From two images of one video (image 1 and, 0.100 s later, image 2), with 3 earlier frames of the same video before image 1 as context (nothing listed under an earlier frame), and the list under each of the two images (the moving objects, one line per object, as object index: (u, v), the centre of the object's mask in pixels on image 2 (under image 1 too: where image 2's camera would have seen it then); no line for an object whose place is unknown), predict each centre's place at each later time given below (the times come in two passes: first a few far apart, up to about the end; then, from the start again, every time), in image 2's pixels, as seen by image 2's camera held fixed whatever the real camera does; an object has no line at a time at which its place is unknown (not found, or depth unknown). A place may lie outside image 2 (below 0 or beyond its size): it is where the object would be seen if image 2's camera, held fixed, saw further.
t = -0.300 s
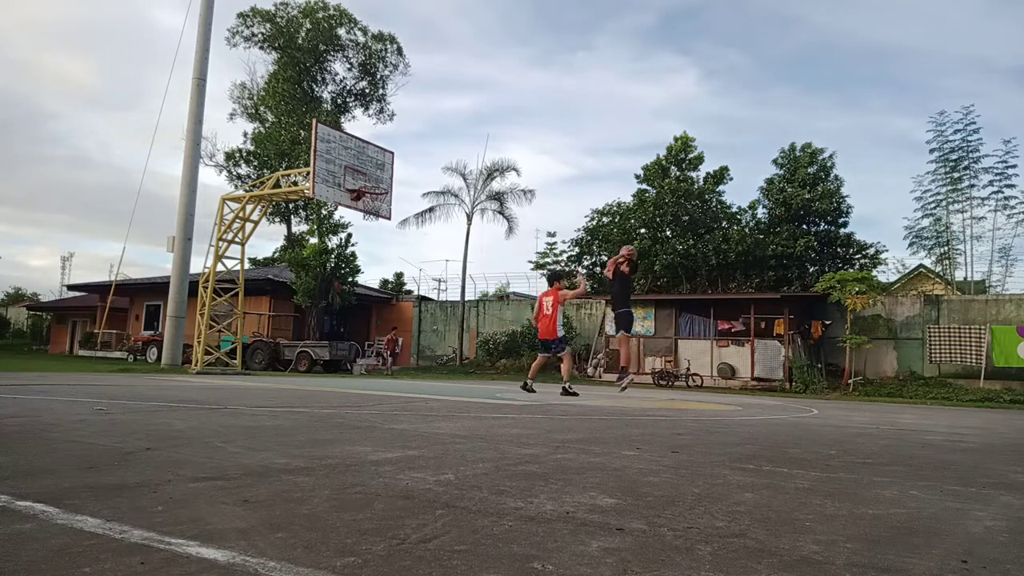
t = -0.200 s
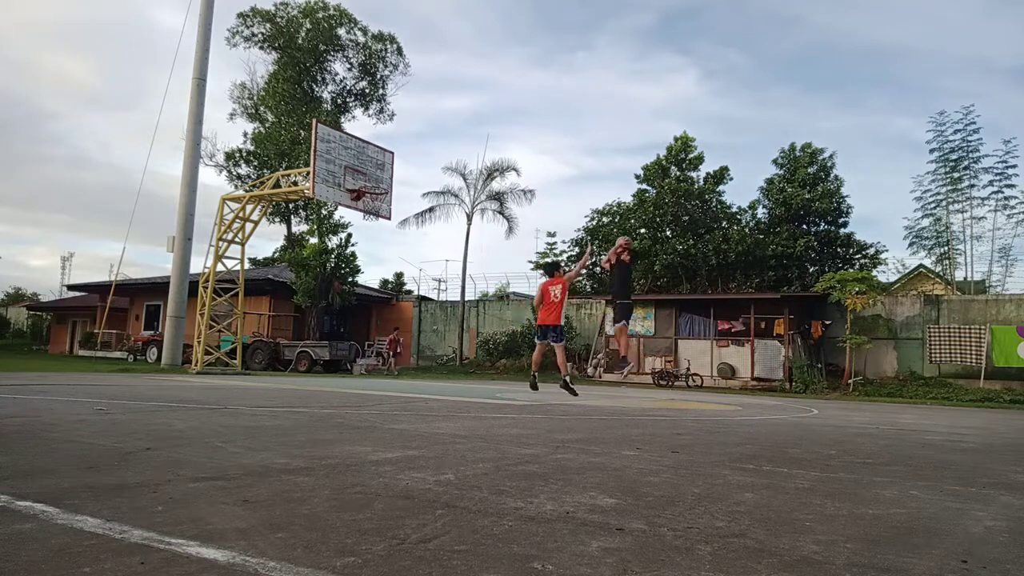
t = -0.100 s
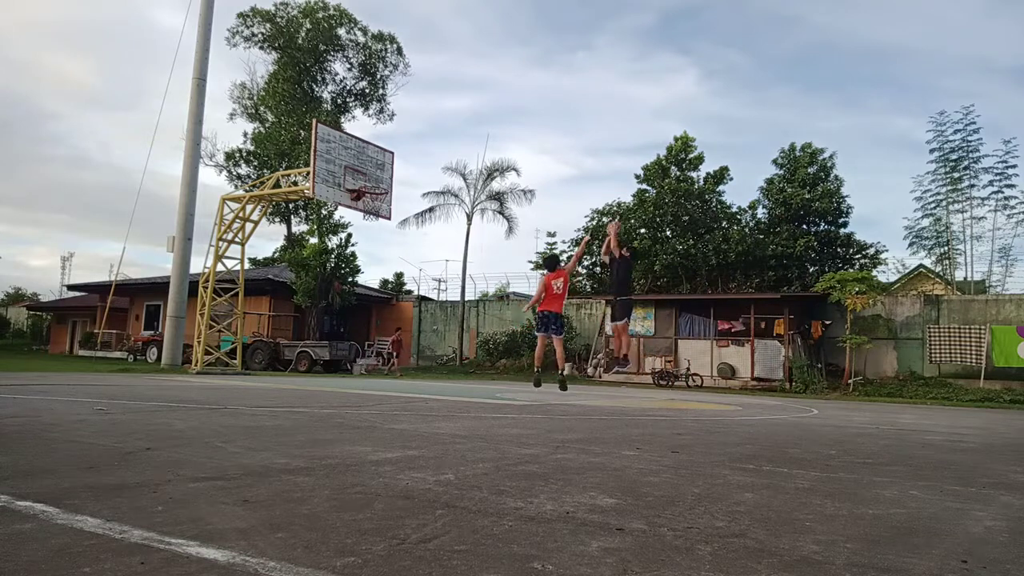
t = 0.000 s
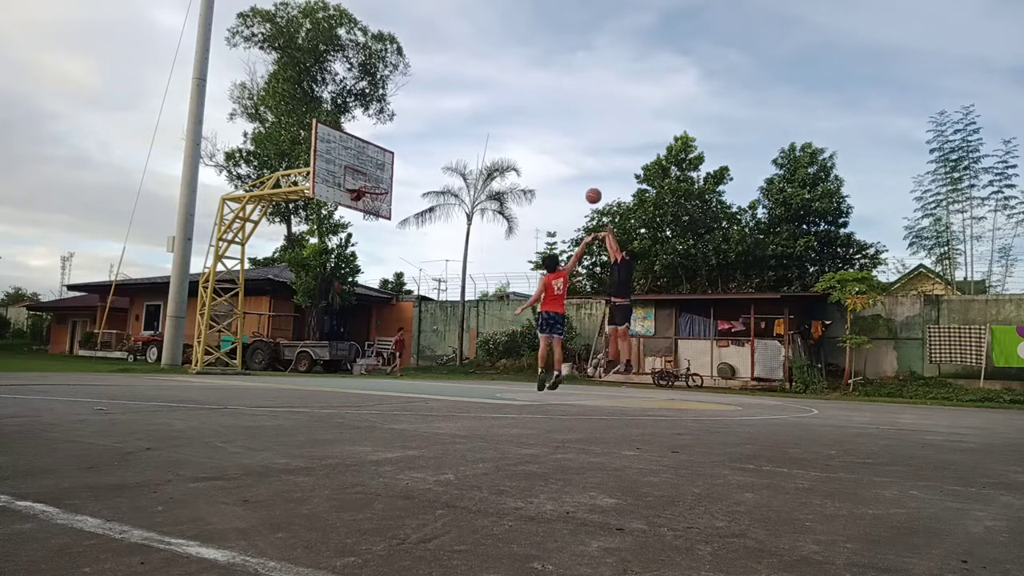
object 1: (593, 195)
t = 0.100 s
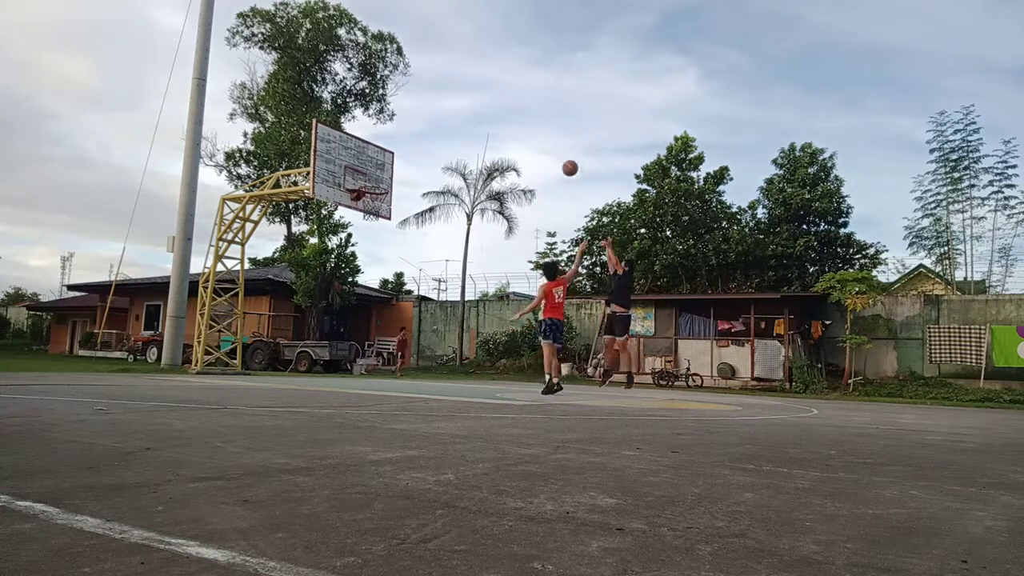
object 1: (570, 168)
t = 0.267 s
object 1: (532, 137)
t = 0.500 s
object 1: (481, 125)
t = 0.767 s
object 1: (423, 151)
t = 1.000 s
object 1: (392, 177)
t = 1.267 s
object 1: (400, 169)
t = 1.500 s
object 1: (406, 196)
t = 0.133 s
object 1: (562, 160)
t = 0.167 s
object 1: (554, 153)
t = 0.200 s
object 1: (546, 147)
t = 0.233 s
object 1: (539, 142)
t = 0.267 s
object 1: (532, 137)
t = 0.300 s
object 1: (525, 133)
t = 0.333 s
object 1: (517, 130)
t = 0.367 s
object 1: (510, 128)
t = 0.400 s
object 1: (502, 126)
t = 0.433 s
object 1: (495, 125)
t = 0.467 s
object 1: (488, 125)
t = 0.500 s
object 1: (481, 125)
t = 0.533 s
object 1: (474, 126)
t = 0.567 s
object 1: (467, 128)
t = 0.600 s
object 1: (459, 130)
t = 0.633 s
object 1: (452, 133)
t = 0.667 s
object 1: (445, 136)
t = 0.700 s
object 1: (438, 141)
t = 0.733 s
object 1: (430, 146)
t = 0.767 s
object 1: (423, 151)
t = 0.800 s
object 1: (416, 157)
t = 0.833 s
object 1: (409, 164)
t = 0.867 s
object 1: (402, 172)
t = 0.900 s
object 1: (396, 179)
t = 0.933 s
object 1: (390, 185)
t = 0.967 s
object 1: (392, 180)
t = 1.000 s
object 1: (392, 177)
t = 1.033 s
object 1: (394, 174)
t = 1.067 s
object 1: (395, 171)
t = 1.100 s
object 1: (396, 169)
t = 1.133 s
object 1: (397, 168)
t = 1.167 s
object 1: (398, 167)
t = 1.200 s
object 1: (399, 167)
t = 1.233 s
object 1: (400, 168)
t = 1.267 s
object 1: (400, 169)
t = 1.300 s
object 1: (401, 171)
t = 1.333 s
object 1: (402, 174)
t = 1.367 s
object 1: (403, 177)
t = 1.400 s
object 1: (404, 181)
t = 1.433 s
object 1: (404, 185)
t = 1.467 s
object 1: (405, 190)
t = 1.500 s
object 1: (406, 196)
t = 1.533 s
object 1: (406, 202)
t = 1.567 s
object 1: (406, 209)
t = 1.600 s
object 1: (407, 217)
